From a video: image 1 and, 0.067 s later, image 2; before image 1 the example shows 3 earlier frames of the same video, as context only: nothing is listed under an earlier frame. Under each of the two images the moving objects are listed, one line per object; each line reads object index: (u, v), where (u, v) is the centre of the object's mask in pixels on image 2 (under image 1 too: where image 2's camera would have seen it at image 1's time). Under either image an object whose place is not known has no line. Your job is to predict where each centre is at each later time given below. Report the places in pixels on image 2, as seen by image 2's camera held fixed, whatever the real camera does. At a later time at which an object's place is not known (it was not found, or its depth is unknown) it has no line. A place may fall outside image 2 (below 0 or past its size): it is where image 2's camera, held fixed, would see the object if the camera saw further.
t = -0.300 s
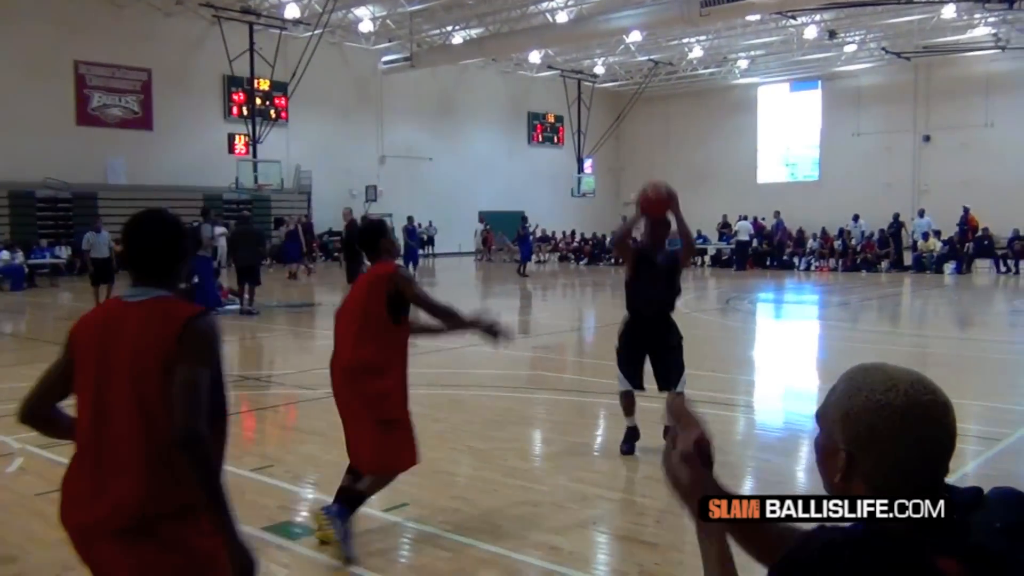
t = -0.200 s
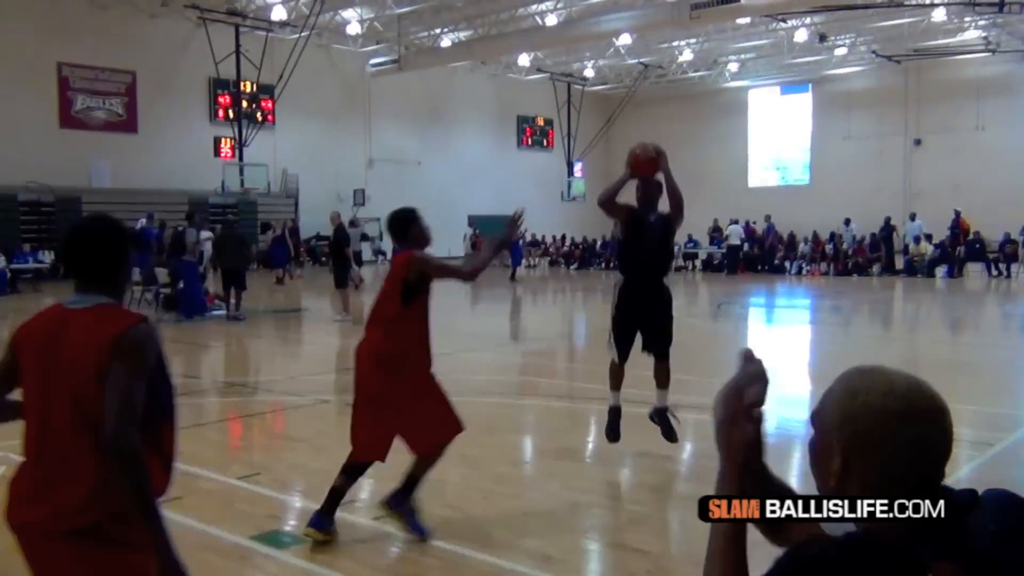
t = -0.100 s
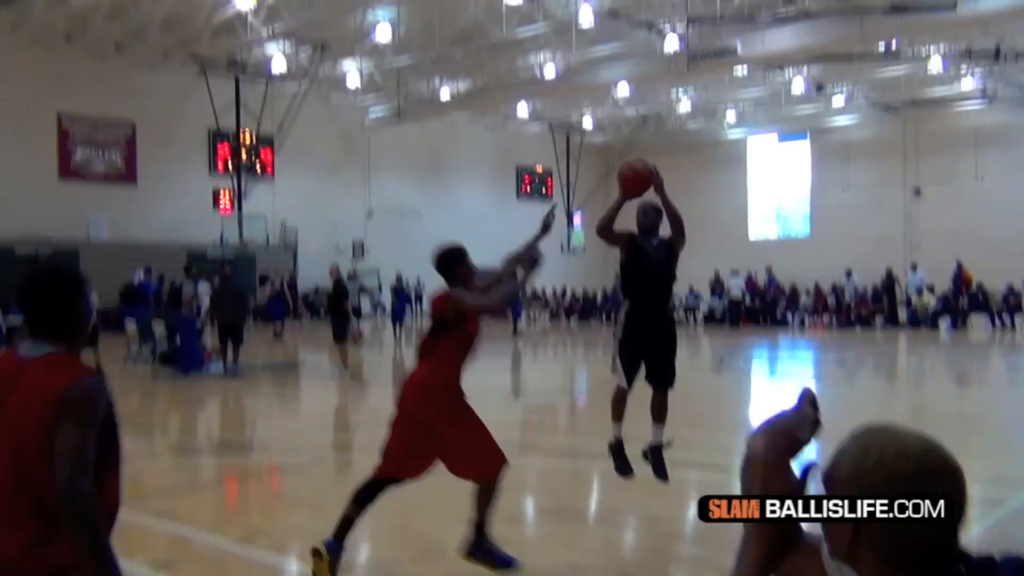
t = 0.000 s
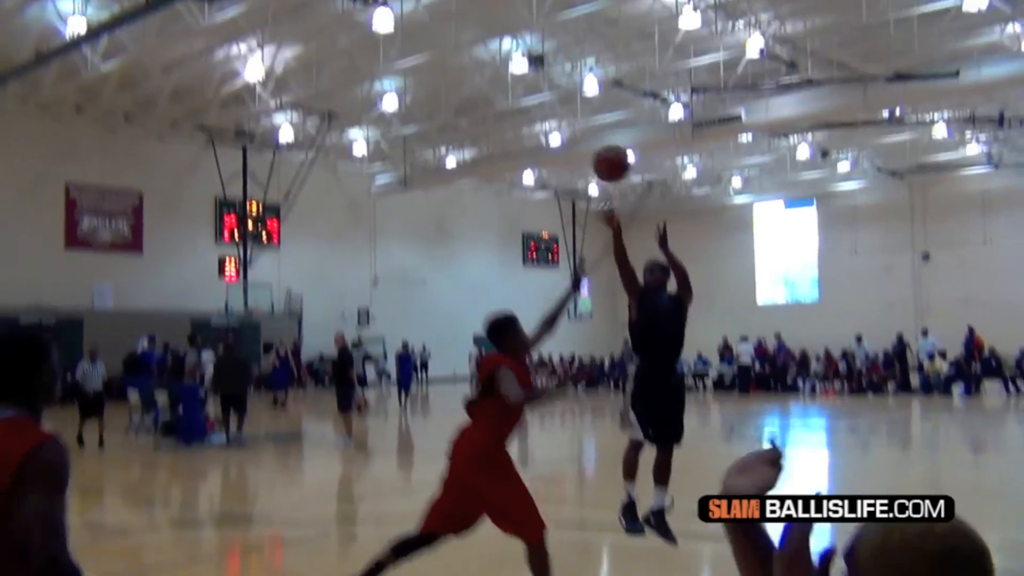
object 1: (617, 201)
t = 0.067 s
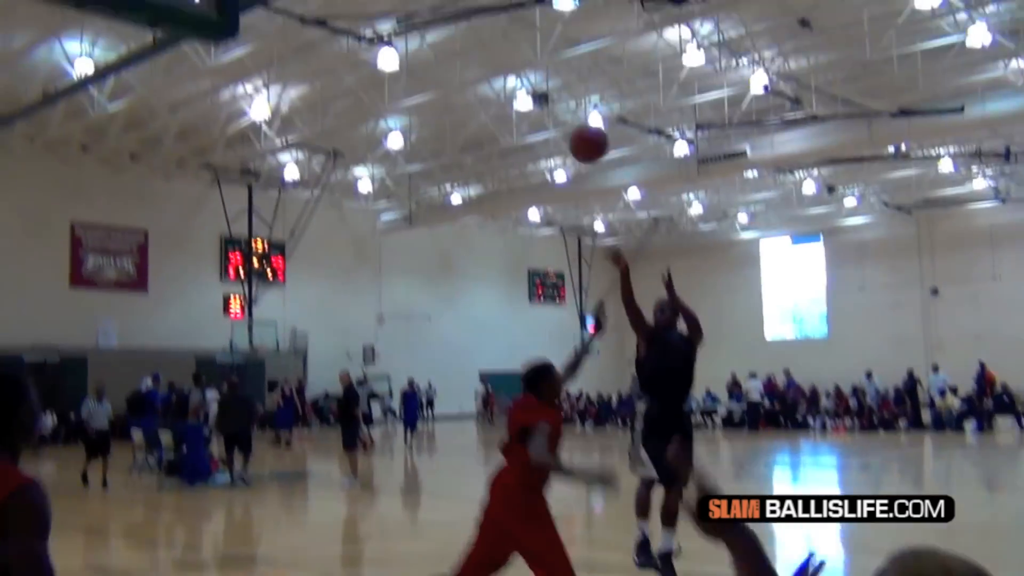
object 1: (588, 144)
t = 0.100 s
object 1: (574, 117)
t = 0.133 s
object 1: (559, 90)
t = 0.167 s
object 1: (543, 67)
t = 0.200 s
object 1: (527, 44)
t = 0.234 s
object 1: (512, 23)
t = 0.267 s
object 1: (495, 2)
